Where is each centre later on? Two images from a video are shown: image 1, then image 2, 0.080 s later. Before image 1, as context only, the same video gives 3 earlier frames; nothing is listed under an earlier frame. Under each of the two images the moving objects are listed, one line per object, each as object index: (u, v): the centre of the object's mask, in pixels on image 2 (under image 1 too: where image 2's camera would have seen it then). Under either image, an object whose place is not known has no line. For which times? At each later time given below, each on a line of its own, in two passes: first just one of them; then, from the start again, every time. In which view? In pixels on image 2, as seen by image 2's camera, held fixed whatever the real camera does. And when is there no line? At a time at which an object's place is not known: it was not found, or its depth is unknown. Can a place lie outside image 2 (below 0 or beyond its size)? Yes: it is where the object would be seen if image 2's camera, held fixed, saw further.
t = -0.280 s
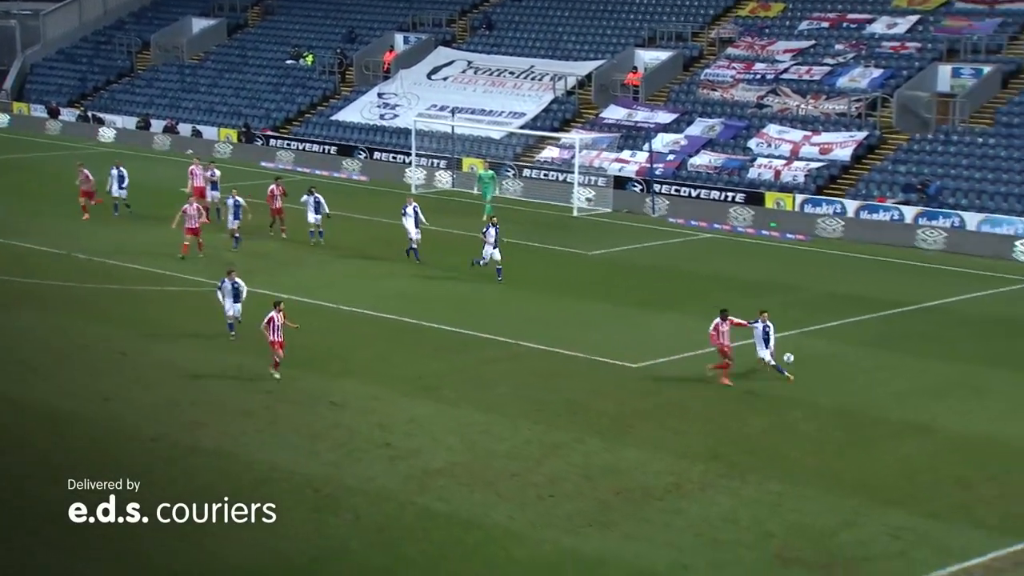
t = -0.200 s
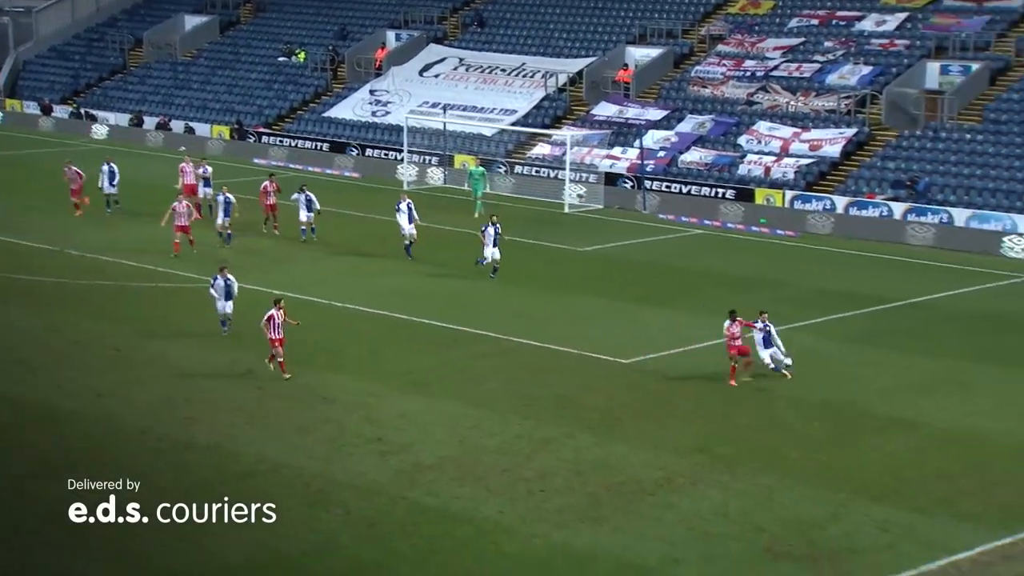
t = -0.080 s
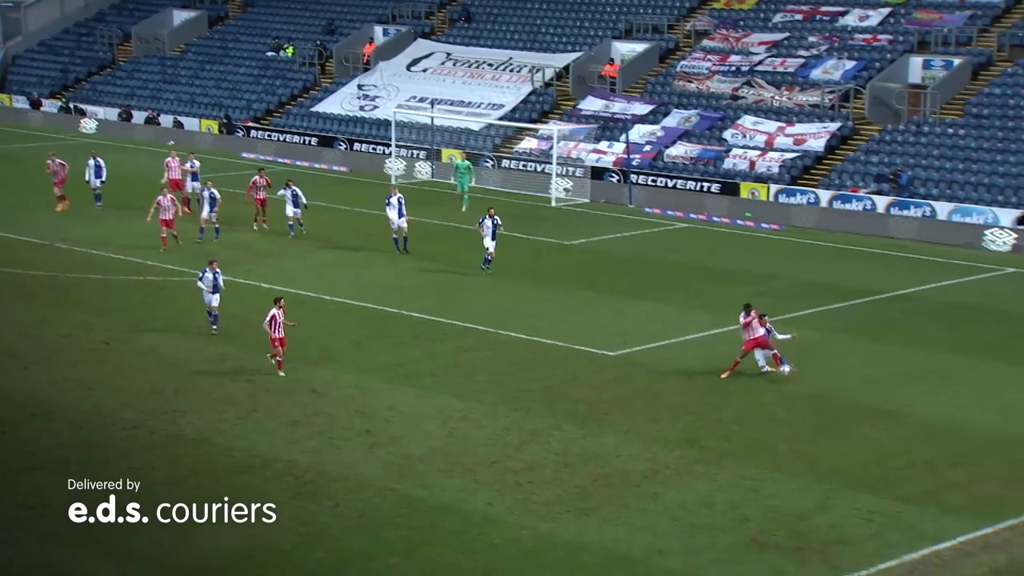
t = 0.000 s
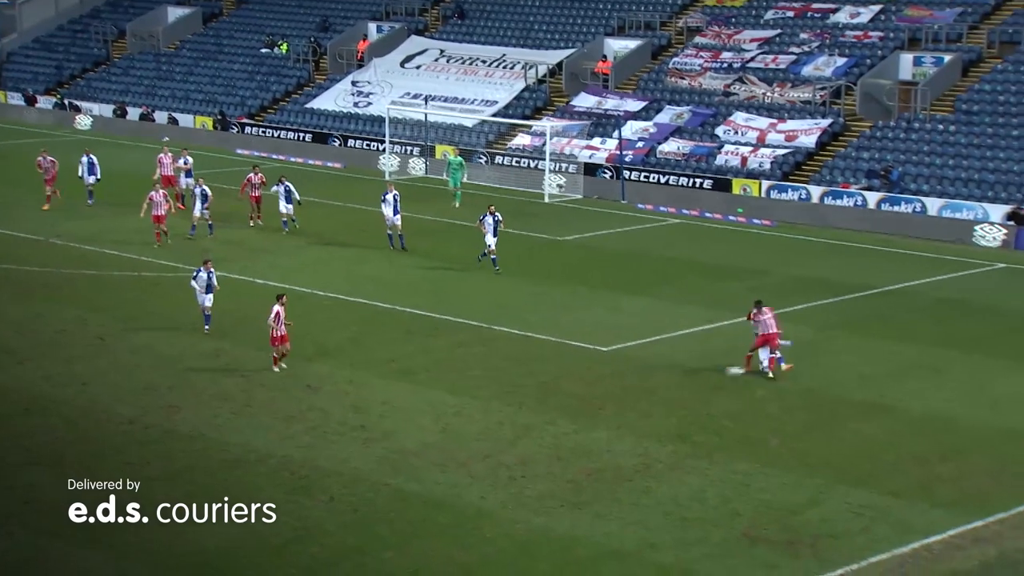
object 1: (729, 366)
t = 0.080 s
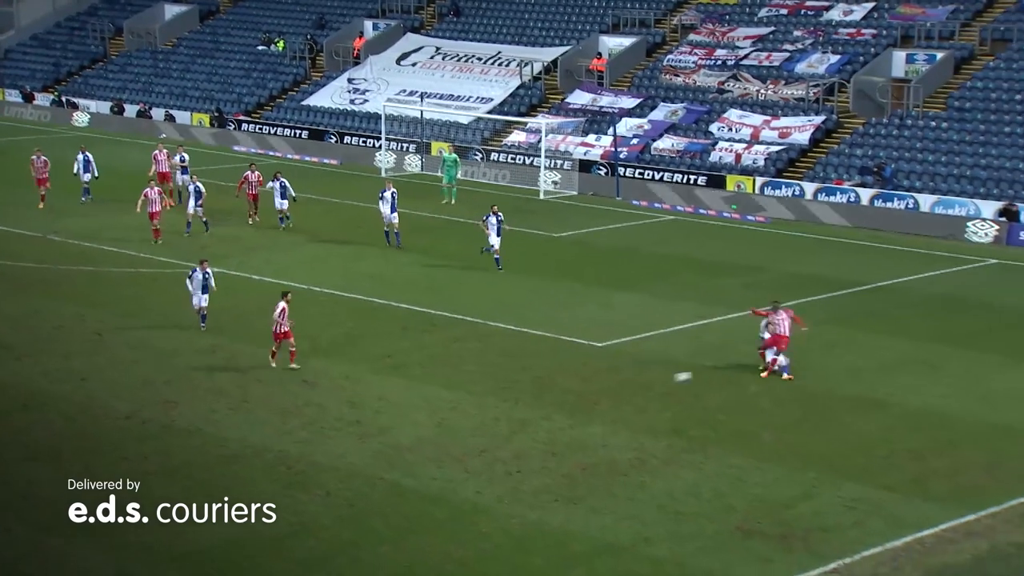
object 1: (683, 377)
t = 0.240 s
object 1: (590, 409)
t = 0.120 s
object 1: (659, 384)
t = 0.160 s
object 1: (636, 392)
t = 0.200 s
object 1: (612, 401)
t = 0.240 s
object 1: (590, 409)
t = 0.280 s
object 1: (568, 409)
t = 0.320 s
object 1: (546, 411)
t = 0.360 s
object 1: (524, 413)
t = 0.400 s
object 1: (502, 417)
